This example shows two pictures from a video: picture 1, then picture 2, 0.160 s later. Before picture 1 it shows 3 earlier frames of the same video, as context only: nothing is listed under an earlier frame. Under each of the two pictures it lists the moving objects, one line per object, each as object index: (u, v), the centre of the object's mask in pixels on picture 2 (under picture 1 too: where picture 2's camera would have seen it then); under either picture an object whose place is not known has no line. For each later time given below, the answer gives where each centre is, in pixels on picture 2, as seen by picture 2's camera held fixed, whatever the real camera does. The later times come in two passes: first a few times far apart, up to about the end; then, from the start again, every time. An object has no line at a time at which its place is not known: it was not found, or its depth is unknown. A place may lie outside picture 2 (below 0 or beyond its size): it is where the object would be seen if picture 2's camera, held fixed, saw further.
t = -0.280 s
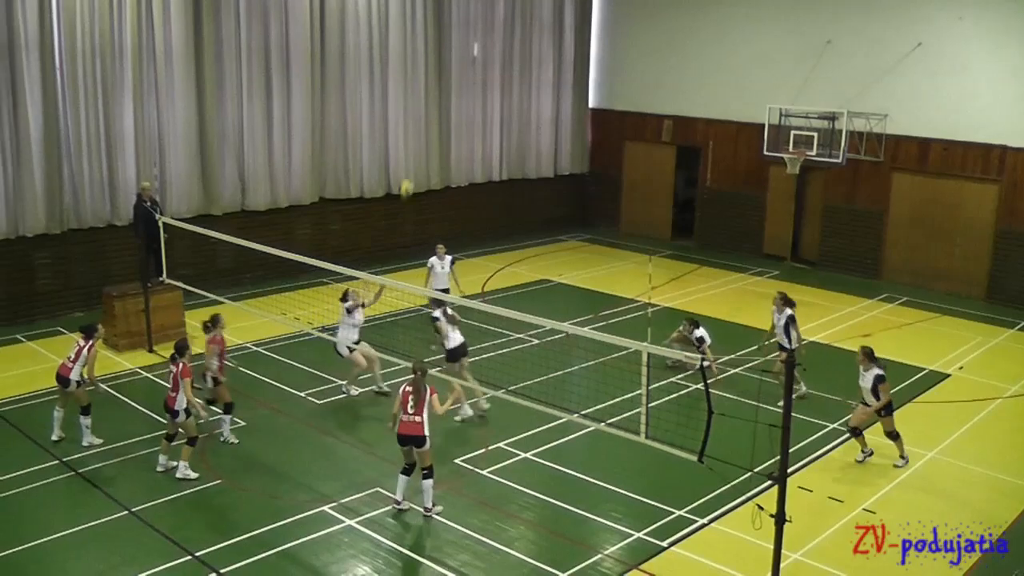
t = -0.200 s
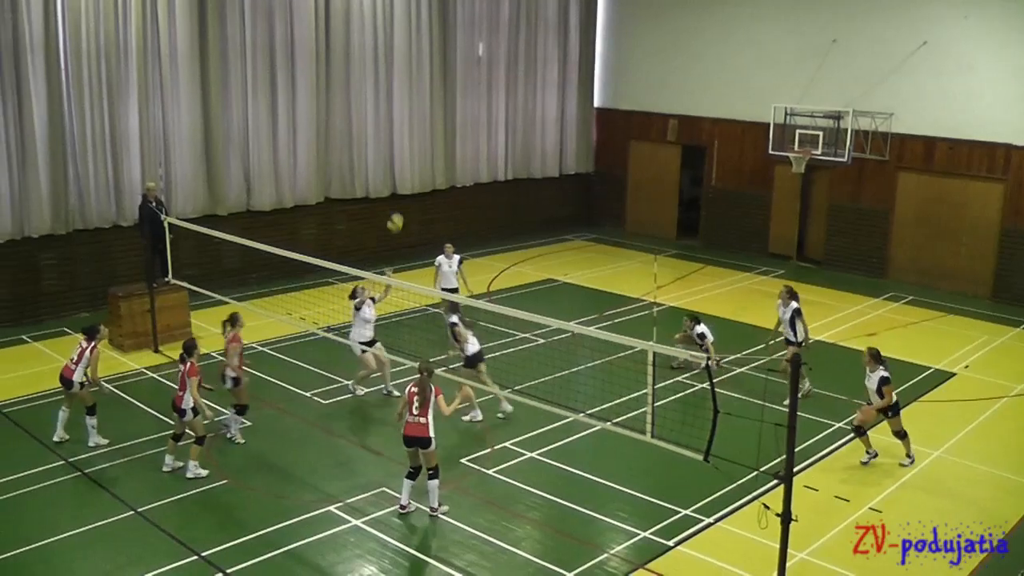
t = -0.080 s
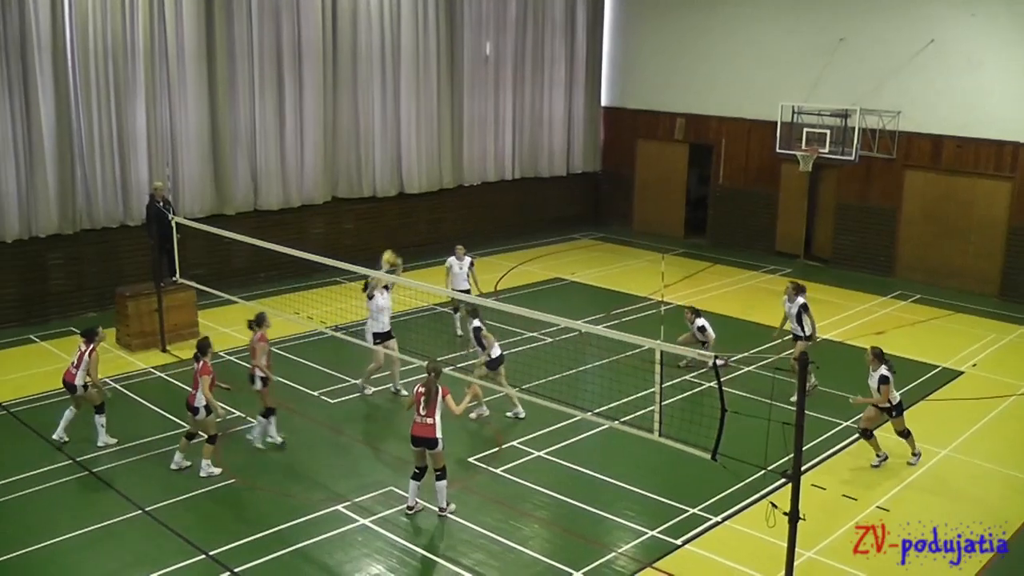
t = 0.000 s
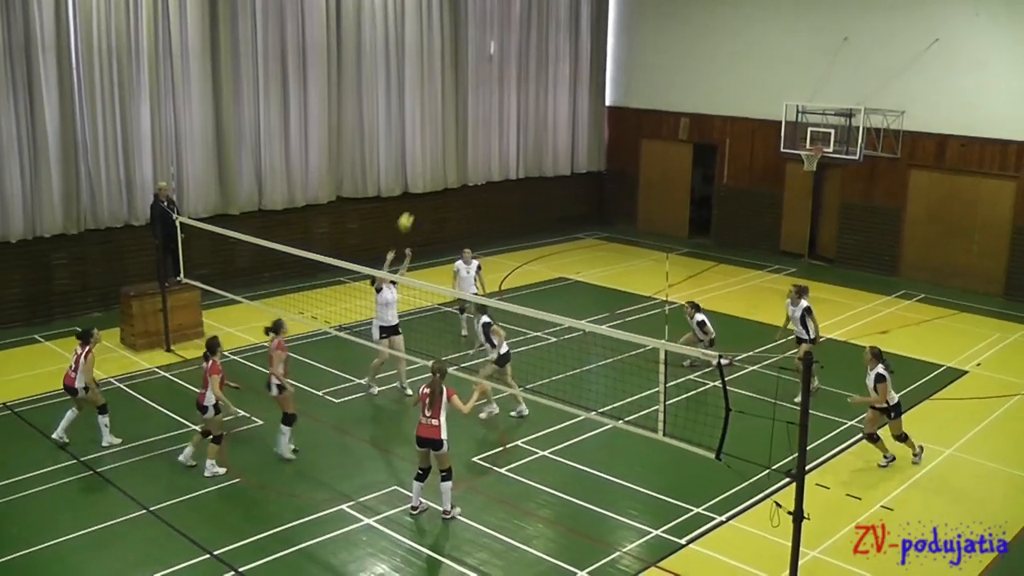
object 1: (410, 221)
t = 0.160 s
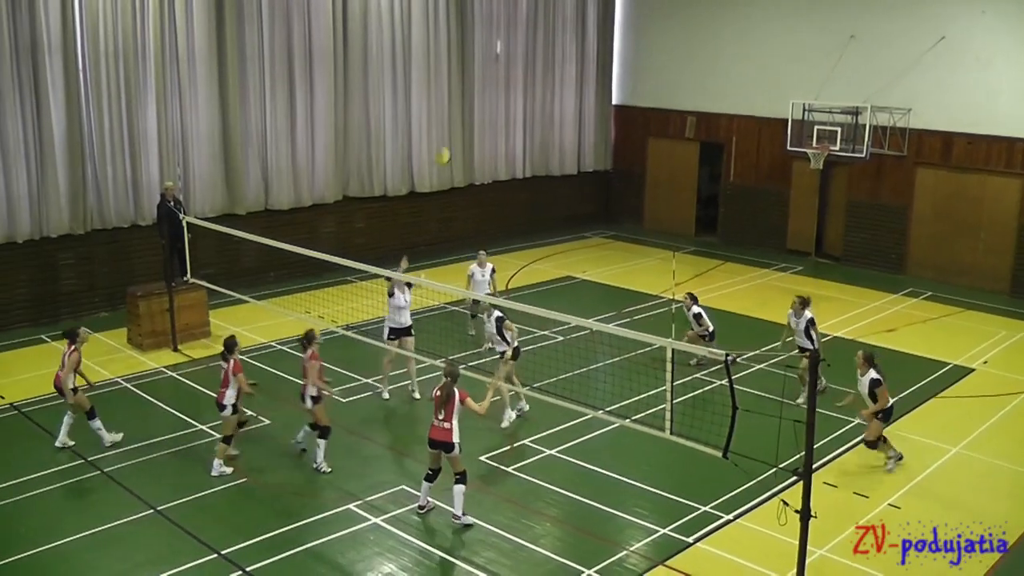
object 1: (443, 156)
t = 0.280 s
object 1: (467, 119)
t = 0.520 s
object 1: (516, 72)
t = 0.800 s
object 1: (572, 77)
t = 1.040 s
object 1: (622, 142)
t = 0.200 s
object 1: (451, 143)
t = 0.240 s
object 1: (459, 129)
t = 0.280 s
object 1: (467, 119)
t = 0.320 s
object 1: (475, 107)
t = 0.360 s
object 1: (484, 98)
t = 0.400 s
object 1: (492, 90)
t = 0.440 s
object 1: (500, 83)
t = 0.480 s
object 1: (509, 77)
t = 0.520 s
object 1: (516, 72)
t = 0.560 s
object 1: (525, 69)
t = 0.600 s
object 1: (532, 66)
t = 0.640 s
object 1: (540, 66)
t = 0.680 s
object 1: (548, 66)
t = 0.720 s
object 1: (555, 68)
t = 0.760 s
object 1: (563, 72)
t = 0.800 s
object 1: (572, 77)
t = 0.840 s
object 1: (580, 83)
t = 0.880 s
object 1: (588, 92)
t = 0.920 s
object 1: (597, 102)
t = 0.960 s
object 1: (607, 114)
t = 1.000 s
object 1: (614, 128)
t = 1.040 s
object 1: (622, 142)
